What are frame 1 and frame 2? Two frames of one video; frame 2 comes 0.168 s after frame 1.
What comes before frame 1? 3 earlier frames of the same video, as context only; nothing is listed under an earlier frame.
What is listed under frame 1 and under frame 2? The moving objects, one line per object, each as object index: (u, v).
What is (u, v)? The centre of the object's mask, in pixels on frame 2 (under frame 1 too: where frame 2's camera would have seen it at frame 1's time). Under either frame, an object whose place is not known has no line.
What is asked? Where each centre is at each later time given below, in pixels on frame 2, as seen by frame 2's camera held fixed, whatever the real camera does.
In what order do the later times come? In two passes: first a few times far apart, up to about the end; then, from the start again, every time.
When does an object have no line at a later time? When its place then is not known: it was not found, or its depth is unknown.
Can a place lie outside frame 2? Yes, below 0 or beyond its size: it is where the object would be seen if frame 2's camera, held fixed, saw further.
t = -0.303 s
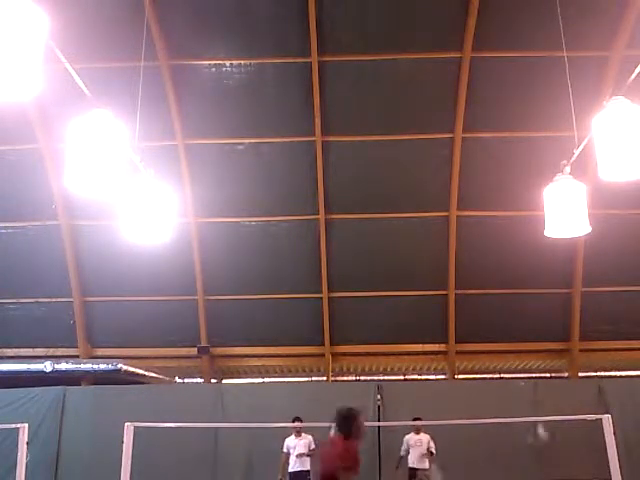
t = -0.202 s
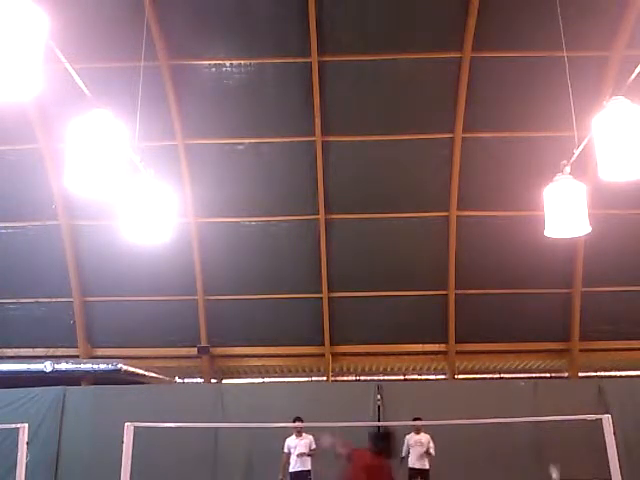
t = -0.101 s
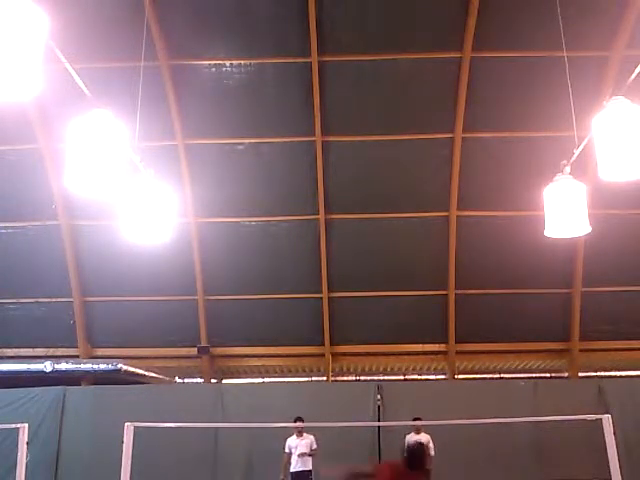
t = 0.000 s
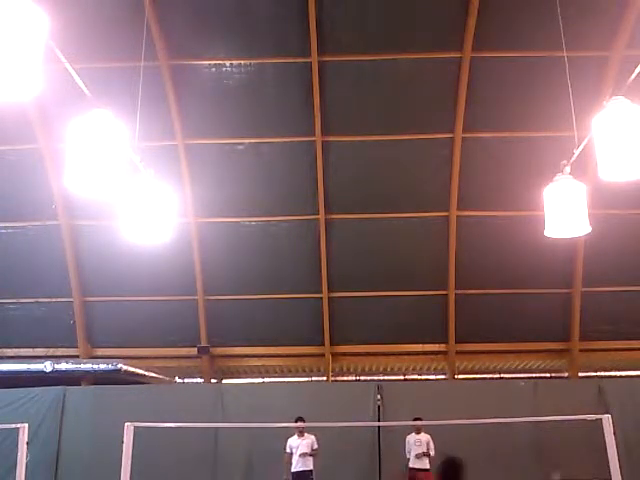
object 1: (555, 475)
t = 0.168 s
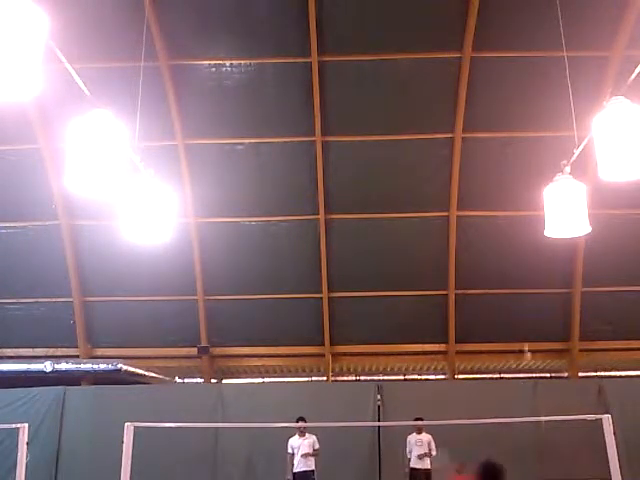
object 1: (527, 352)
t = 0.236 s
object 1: (519, 328)
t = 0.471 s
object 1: (506, 297)
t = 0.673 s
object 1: (501, 304)
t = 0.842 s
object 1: (500, 327)
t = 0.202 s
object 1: (522, 333)
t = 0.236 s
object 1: (519, 328)
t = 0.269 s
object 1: (519, 320)
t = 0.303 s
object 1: (518, 311)
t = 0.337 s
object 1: (512, 309)
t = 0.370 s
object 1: (511, 301)
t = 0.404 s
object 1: (508, 299)
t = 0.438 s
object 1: (507, 297)
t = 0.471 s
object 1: (506, 297)
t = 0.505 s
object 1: (505, 297)
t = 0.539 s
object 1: (504, 297)
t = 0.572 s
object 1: (503, 297)
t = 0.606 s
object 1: (503, 298)
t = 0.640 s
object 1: (502, 300)
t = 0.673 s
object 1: (501, 304)
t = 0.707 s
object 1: (501, 308)
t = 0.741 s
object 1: (501, 312)
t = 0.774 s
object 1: (500, 313)
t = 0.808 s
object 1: (500, 323)
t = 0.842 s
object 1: (500, 327)
